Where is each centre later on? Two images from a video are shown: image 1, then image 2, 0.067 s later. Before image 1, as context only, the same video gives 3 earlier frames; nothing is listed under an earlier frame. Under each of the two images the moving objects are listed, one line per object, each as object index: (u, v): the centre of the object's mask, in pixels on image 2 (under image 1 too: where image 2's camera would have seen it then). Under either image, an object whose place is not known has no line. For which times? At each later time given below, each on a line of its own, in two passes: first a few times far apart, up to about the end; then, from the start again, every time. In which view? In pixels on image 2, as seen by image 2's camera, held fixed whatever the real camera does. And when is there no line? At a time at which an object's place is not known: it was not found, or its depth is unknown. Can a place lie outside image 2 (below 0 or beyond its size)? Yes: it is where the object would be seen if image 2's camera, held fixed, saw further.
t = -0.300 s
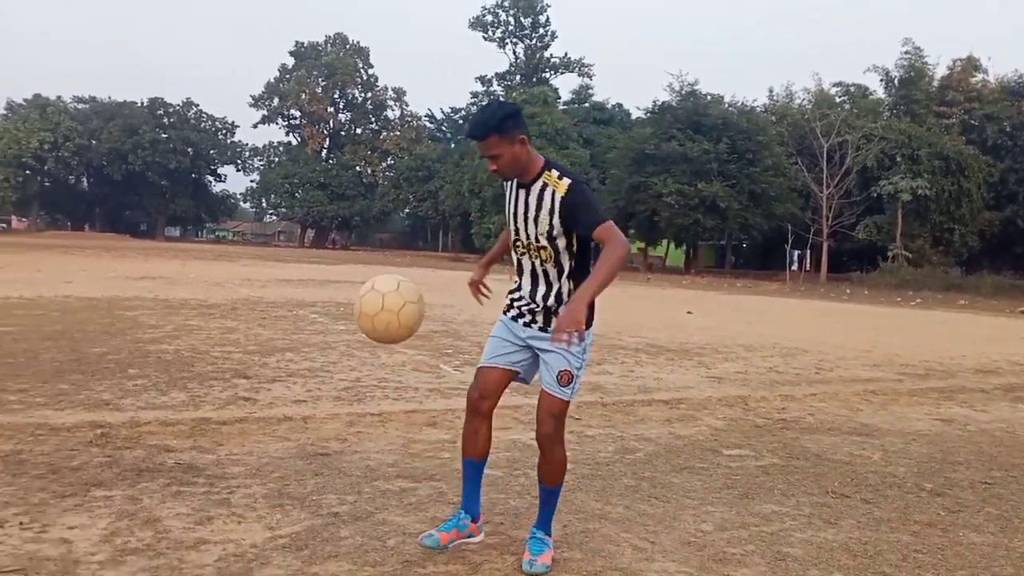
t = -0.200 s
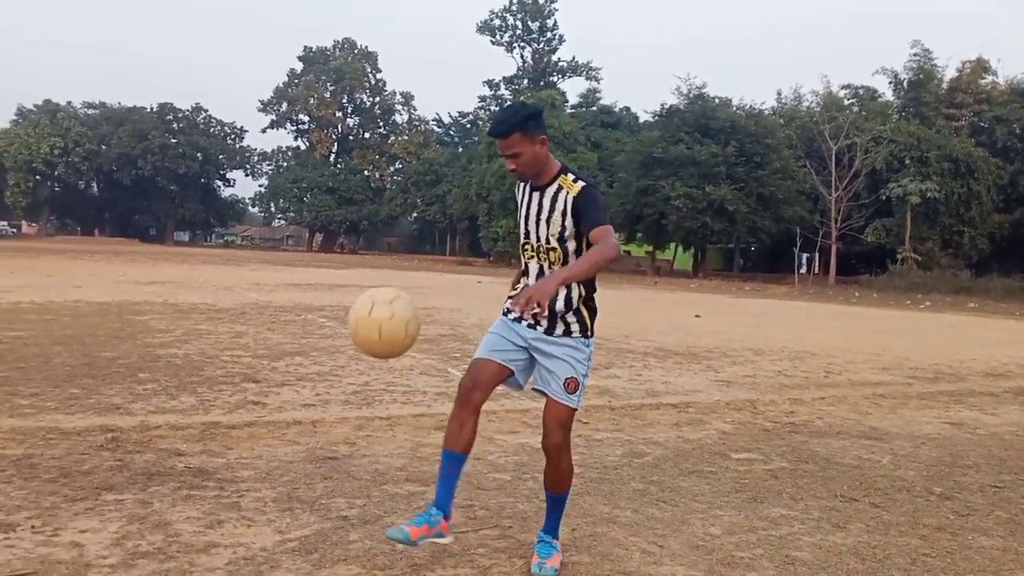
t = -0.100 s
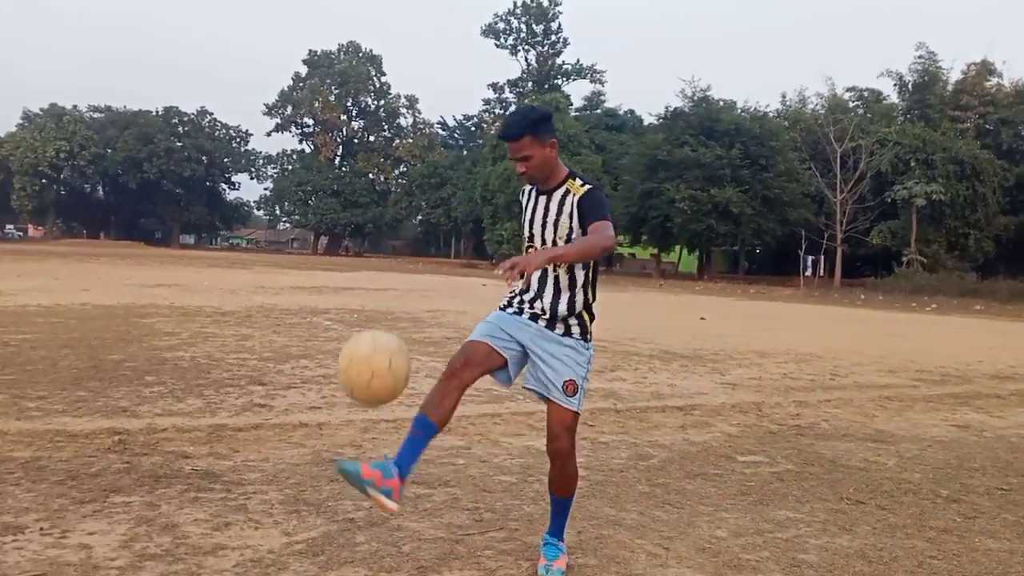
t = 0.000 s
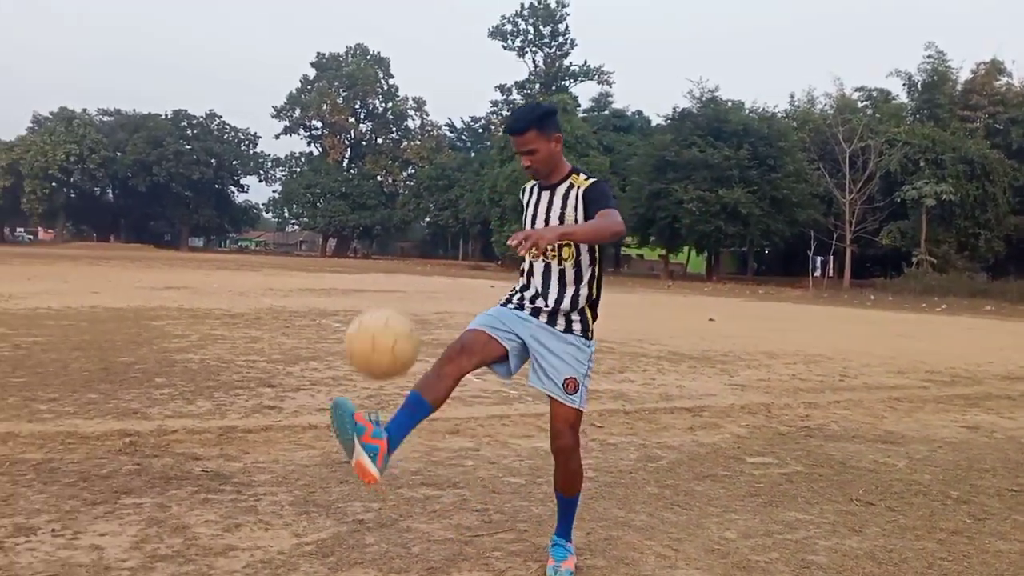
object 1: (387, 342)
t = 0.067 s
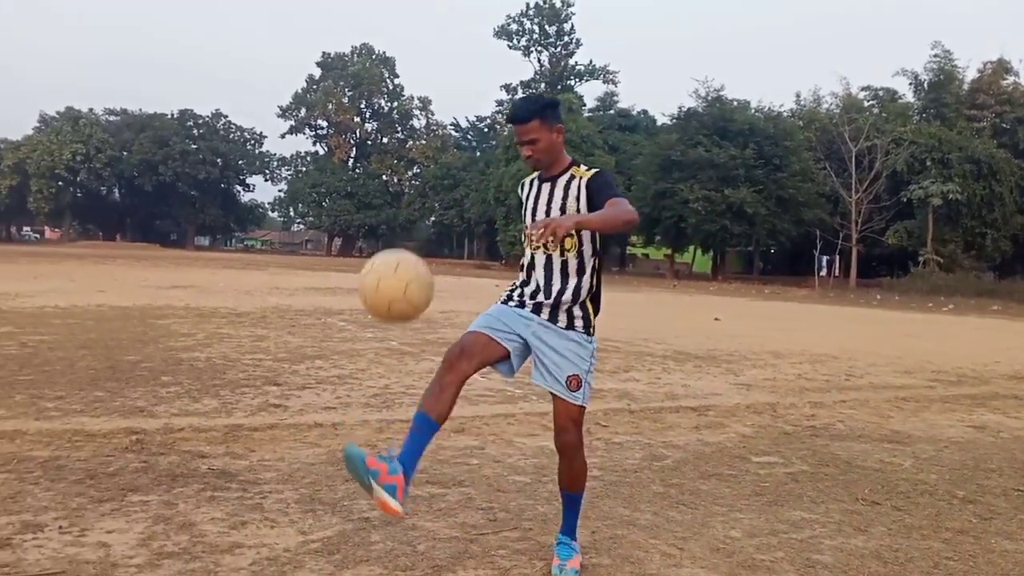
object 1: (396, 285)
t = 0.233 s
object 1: (415, 200)
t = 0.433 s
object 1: (438, 210)
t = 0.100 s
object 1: (400, 262)
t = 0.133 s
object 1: (403, 242)
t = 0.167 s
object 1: (407, 224)
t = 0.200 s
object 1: (411, 211)
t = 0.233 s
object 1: (415, 200)
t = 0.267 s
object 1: (419, 192)
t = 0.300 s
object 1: (423, 188)
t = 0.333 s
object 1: (427, 187)
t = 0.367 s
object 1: (431, 191)
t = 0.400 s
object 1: (435, 198)
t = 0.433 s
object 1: (438, 210)
